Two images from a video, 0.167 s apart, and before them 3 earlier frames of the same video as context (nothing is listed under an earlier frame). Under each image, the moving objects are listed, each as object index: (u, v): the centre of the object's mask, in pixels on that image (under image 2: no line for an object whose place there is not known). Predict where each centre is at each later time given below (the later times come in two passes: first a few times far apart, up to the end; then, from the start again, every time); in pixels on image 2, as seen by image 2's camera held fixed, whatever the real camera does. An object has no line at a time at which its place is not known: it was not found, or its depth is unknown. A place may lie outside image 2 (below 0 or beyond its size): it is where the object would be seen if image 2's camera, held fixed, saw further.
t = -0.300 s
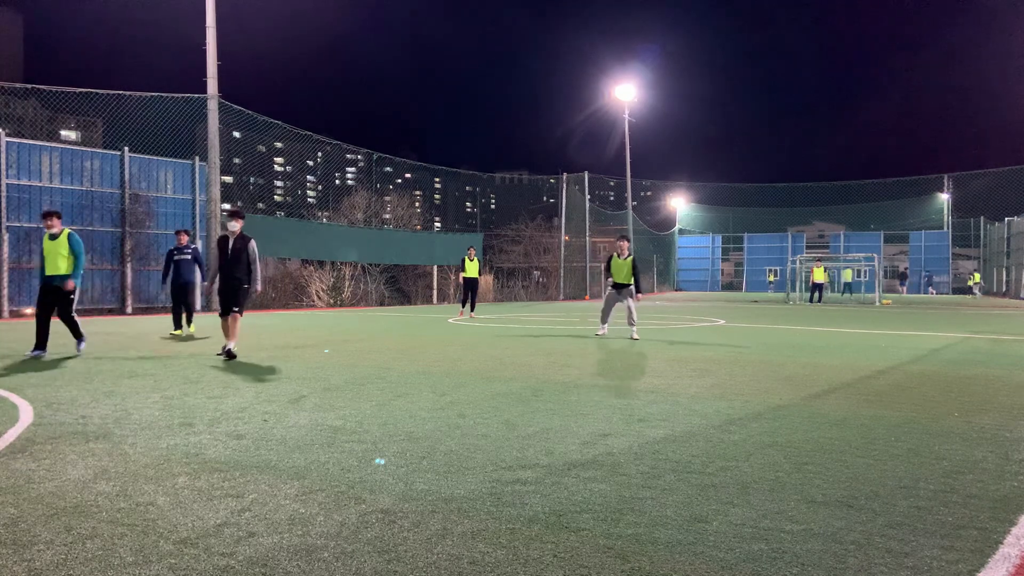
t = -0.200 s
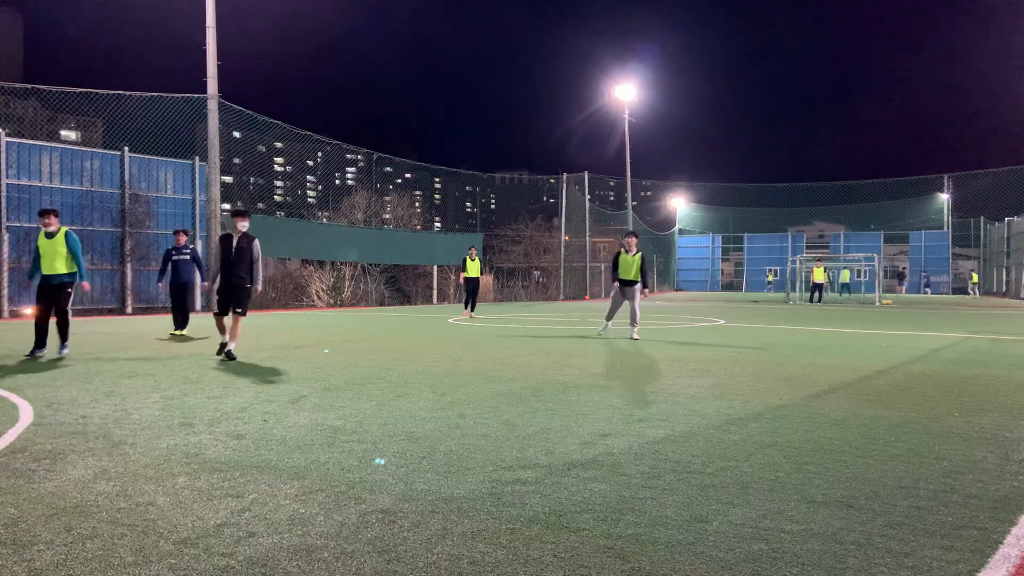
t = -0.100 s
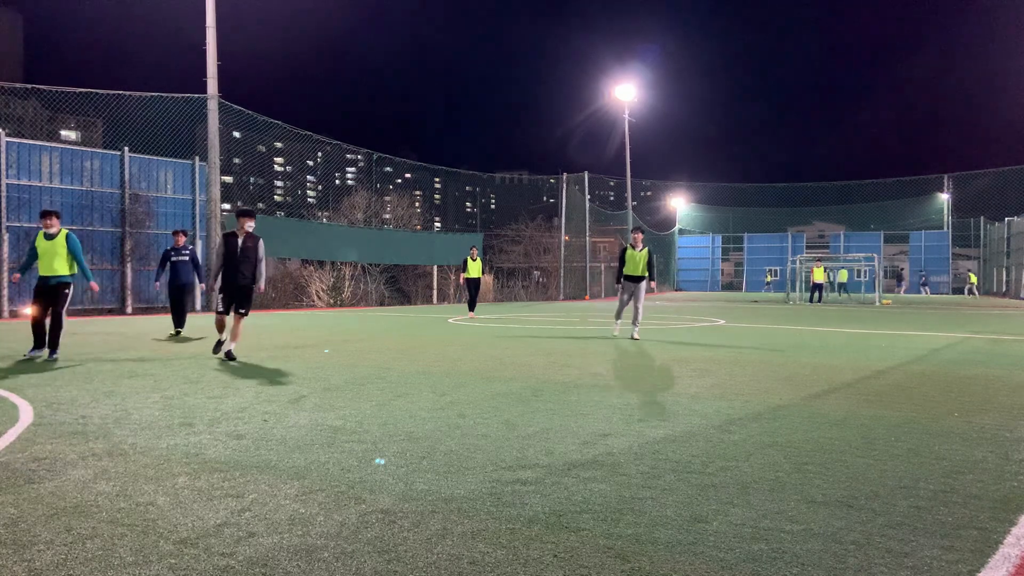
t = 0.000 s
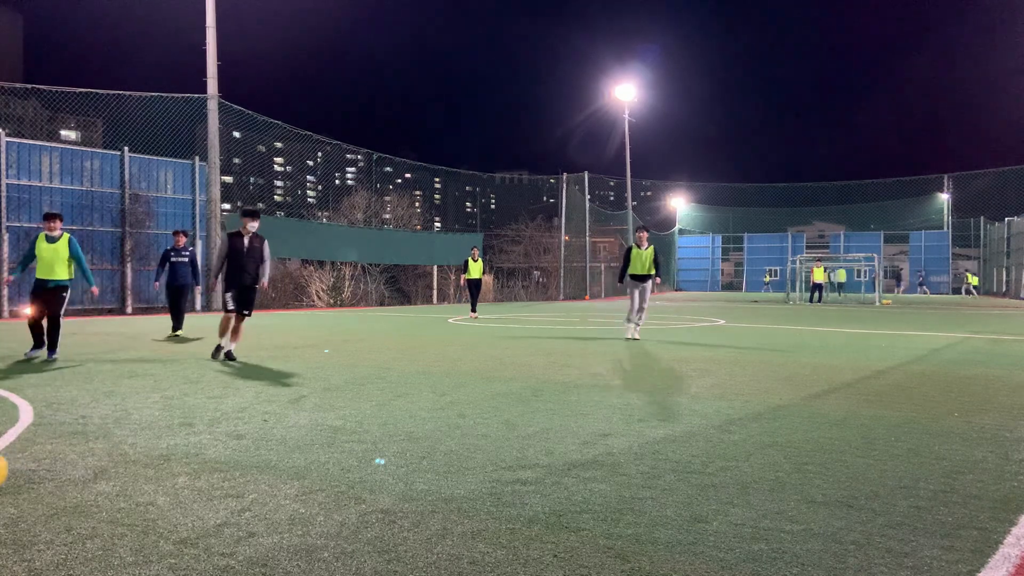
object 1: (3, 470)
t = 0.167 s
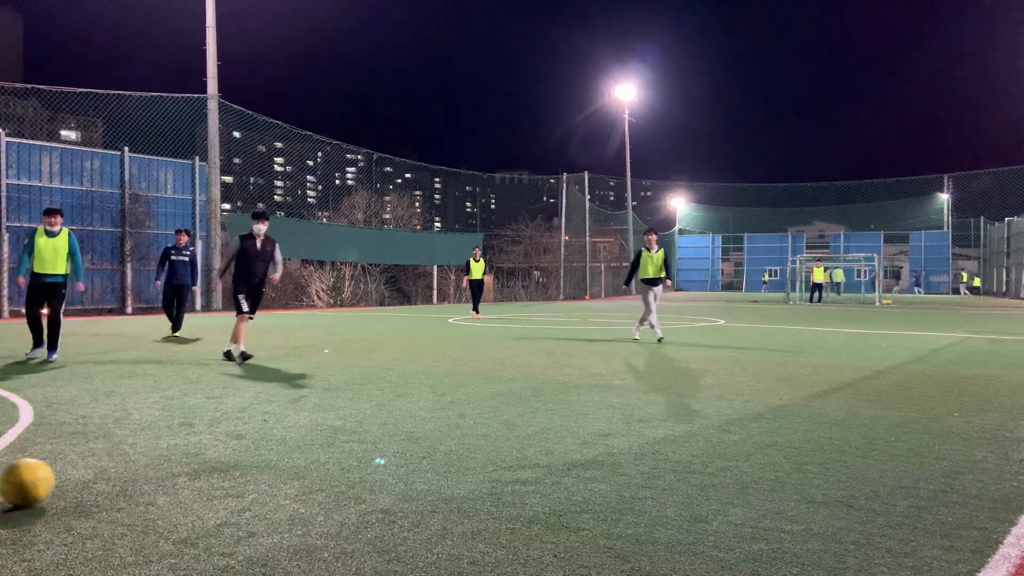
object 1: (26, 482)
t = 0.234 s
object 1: (46, 487)
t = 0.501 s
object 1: (131, 505)
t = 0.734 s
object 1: (213, 522)
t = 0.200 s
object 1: (36, 485)
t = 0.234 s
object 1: (46, 487)
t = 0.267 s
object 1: (56, 489)
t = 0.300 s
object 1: (66, 491)
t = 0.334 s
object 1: (77, 493)
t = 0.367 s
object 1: (87, 495)
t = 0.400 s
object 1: (98, 498)
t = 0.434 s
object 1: (107, 499)
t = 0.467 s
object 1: (120, 502)
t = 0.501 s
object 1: (131, 505)
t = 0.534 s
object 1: (141, 506)
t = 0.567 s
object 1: (153, 509)
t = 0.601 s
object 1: (165, 512)
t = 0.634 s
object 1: (176, 514)
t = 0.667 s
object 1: (188, 517)
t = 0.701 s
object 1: (200, 519)
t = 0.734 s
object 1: (213, 522)
